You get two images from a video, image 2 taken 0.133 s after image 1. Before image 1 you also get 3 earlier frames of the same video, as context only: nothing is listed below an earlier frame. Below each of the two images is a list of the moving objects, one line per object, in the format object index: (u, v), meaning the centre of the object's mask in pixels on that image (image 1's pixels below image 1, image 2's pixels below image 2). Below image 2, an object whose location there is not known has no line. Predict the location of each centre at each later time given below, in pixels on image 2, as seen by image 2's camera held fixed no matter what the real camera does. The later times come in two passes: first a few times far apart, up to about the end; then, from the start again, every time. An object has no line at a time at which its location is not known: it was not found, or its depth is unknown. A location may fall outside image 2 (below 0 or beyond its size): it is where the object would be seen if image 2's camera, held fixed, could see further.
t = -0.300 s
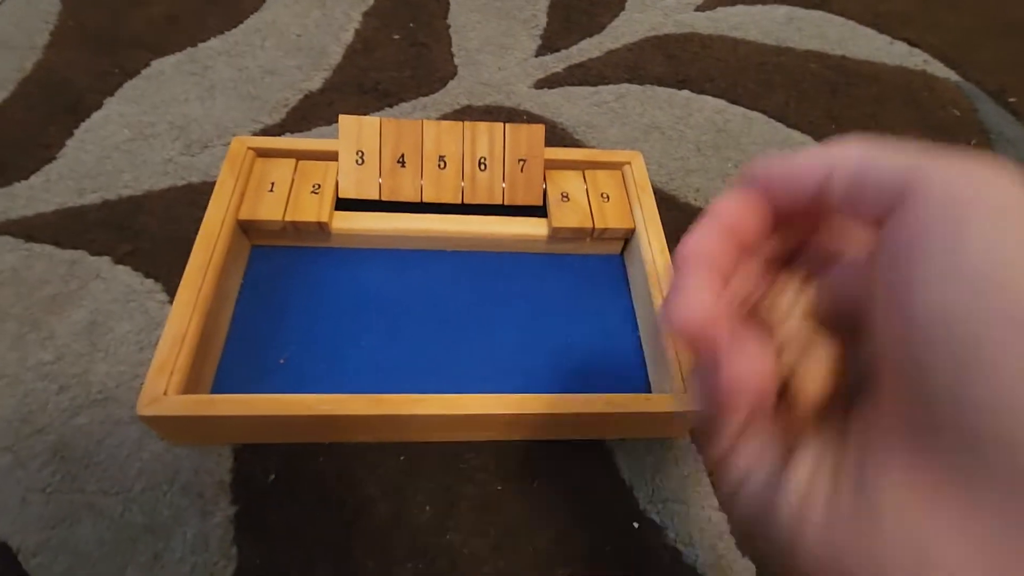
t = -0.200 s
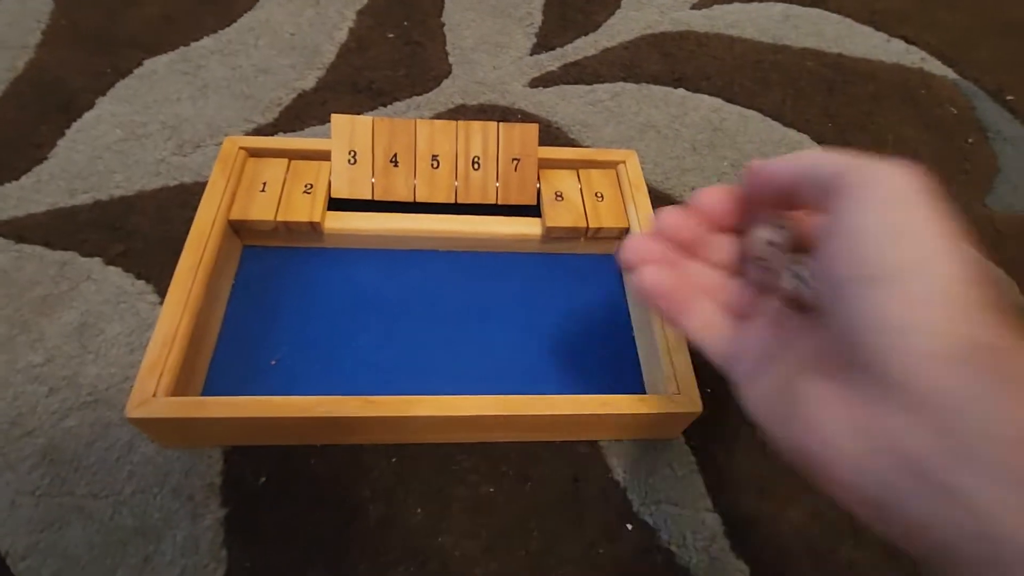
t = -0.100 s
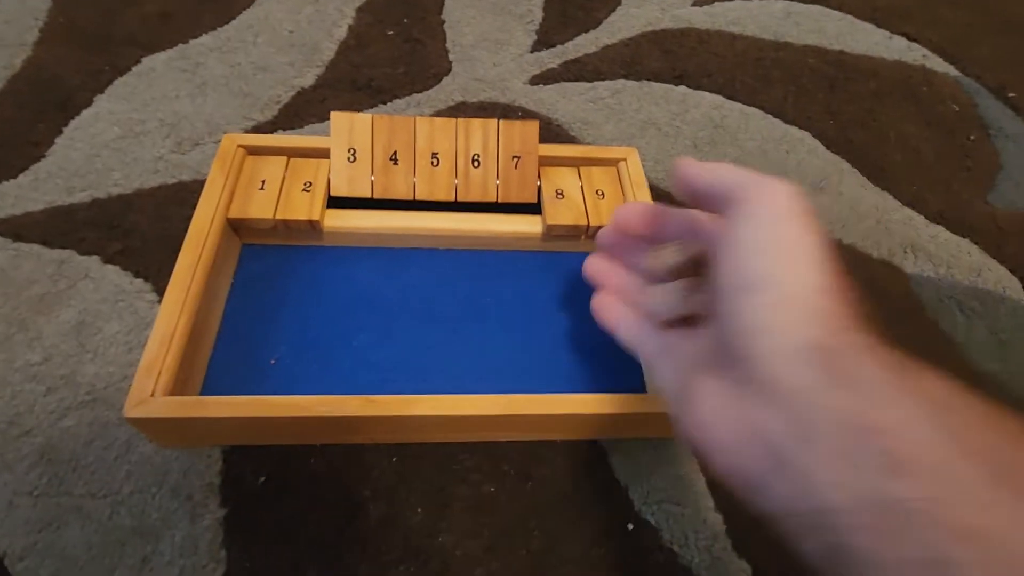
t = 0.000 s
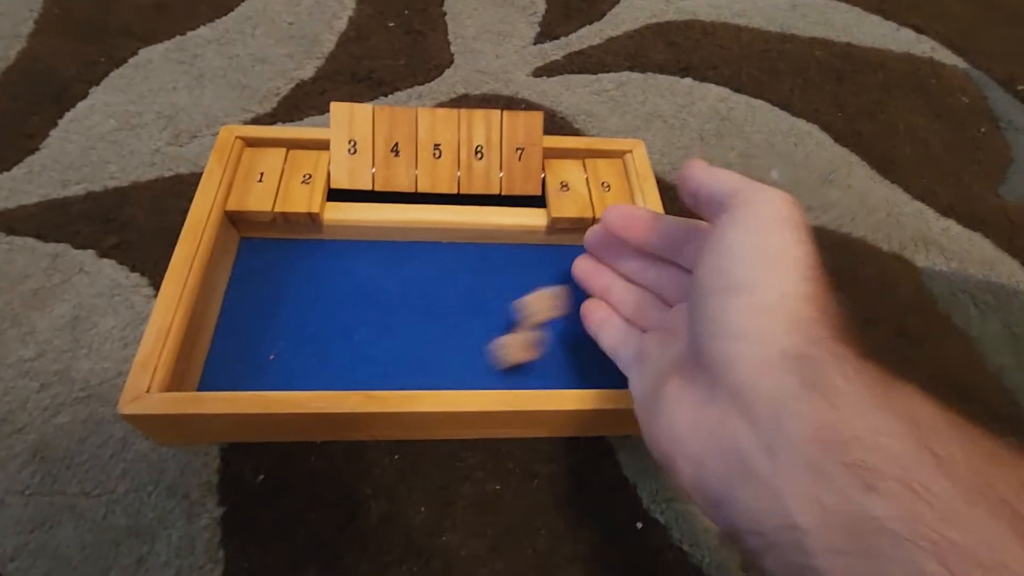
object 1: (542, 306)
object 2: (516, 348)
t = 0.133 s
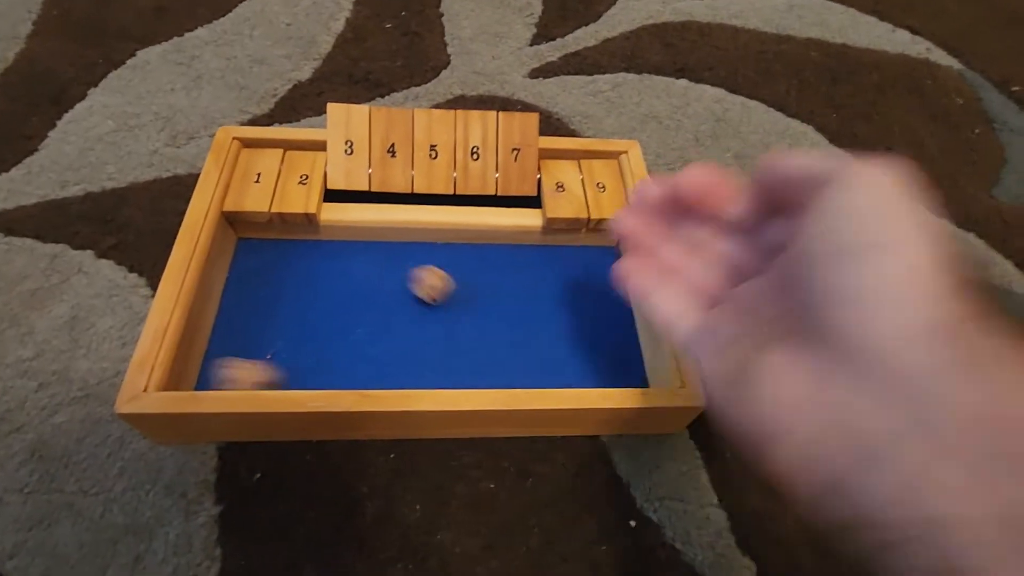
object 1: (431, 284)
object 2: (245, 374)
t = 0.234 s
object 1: (372, 253)
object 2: (229, 379)
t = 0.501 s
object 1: (251, 240)
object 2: (308, 353)
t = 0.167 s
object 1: (409, 271)
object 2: (206, 372)
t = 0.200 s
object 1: (390, 258)
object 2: (218, 377)
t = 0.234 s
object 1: (372, 253)
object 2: (229, 379)
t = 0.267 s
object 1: (352, 247)
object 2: (239, 379)
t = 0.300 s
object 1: (330, 243)
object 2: (249, 379)
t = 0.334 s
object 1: (313, 241)
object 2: (259, 380)
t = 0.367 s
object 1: (299, 242)
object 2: (271, 379)
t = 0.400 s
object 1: (285, 243)
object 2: (282, 374)
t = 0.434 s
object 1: (273, 242)
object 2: (292, 369)
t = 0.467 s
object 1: (260, 240)
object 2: (305, 360)
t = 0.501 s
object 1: (251, 240)
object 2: (308, 353)
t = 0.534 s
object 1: (249, 240)
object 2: (309, 349)
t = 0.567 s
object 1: (251, 240)
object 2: (308, 347)
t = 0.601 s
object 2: (305, 346)
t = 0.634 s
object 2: (302, 347)
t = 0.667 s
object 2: (297, 351)
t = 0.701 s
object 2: (291, 356)
